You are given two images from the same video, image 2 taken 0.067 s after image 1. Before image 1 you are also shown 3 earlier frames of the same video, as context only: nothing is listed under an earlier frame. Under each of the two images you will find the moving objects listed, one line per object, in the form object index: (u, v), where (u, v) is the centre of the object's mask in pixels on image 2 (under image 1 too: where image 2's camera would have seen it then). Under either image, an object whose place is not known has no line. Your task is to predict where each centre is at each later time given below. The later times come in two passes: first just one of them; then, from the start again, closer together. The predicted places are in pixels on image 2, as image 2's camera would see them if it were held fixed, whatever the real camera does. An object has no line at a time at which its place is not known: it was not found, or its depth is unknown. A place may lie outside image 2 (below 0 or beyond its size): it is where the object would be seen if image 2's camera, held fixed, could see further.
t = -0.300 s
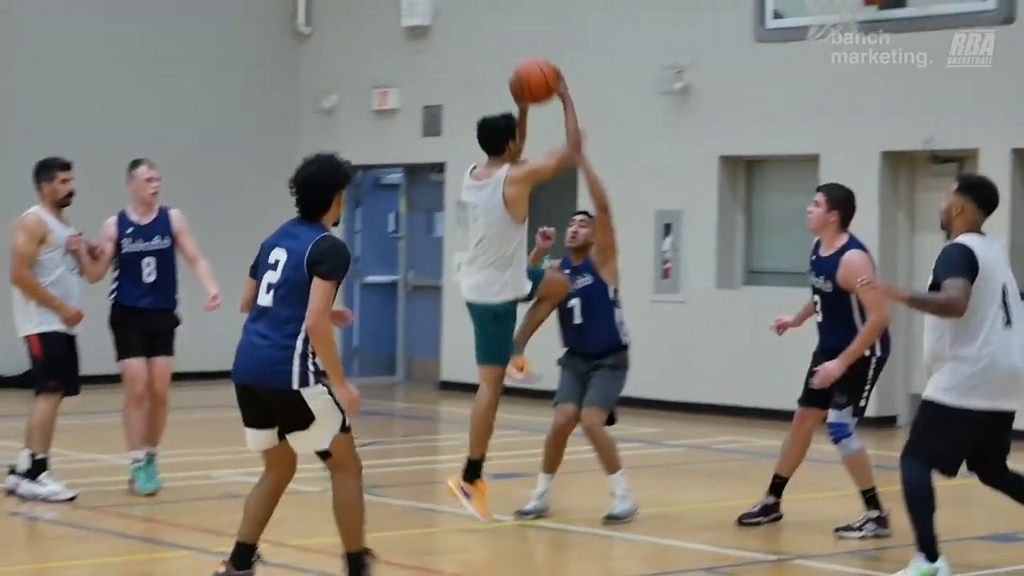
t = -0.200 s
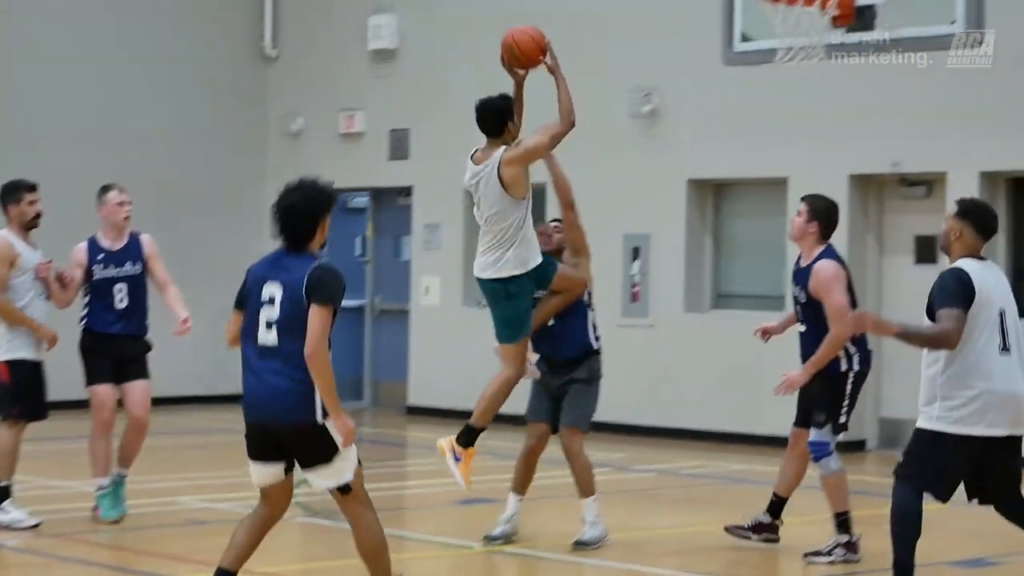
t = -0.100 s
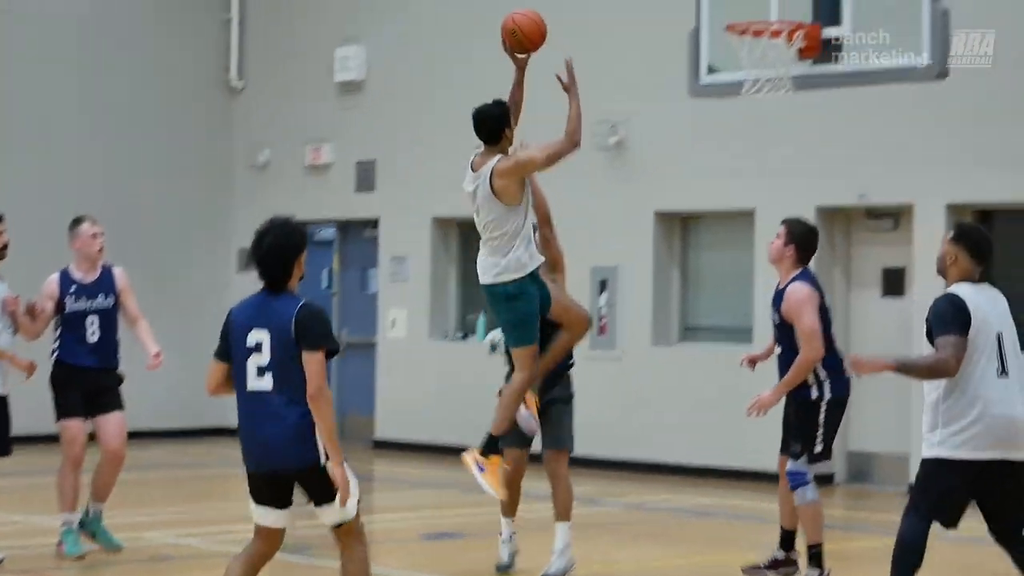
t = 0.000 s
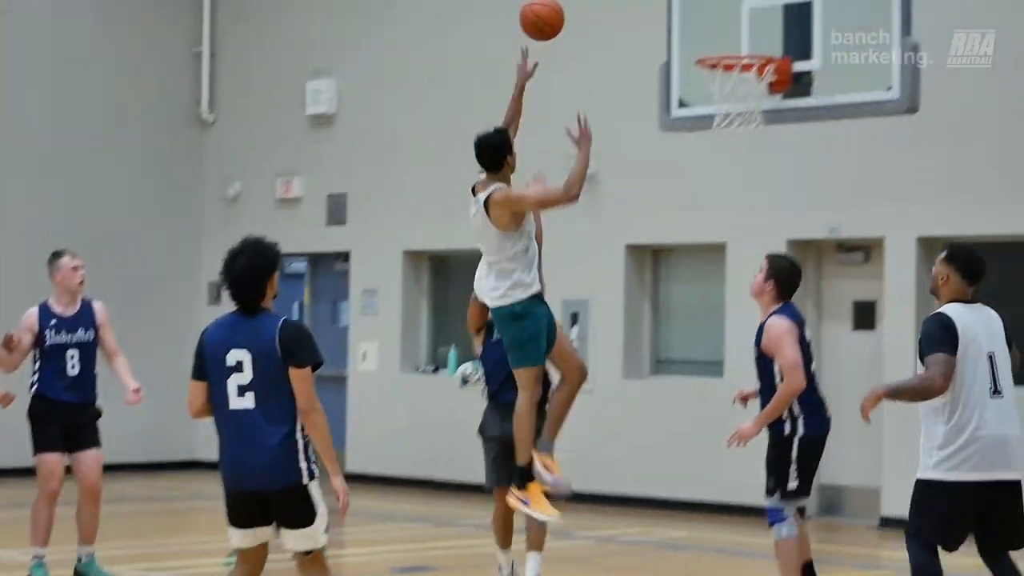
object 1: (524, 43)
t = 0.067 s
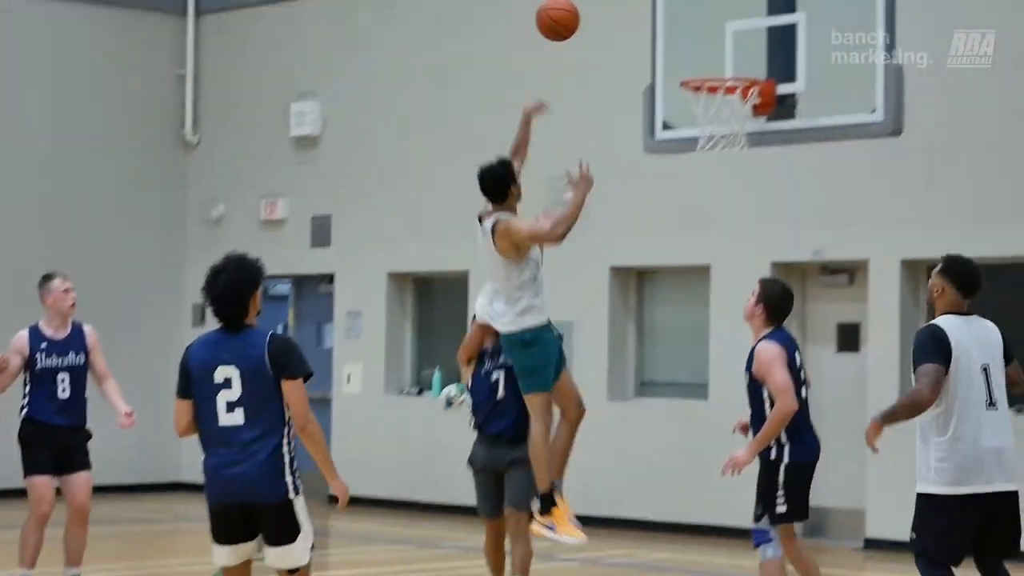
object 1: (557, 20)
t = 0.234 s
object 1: (632, 1)
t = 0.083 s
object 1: (565, 15)
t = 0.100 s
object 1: (575, 10)
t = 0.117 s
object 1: (582, 7)
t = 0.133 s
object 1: (589, 4)
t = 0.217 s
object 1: (625, 1)
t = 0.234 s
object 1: (632, 1)
